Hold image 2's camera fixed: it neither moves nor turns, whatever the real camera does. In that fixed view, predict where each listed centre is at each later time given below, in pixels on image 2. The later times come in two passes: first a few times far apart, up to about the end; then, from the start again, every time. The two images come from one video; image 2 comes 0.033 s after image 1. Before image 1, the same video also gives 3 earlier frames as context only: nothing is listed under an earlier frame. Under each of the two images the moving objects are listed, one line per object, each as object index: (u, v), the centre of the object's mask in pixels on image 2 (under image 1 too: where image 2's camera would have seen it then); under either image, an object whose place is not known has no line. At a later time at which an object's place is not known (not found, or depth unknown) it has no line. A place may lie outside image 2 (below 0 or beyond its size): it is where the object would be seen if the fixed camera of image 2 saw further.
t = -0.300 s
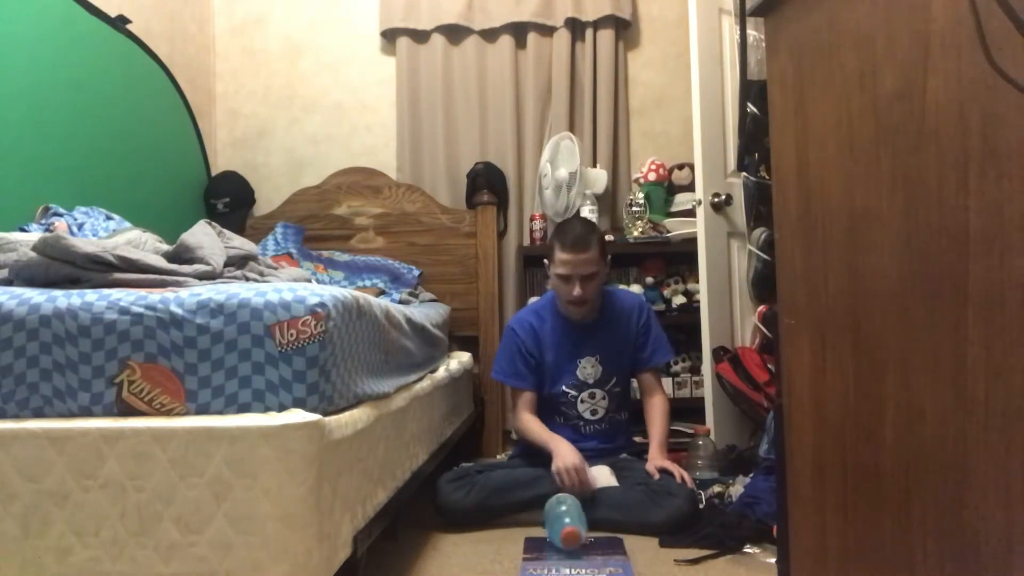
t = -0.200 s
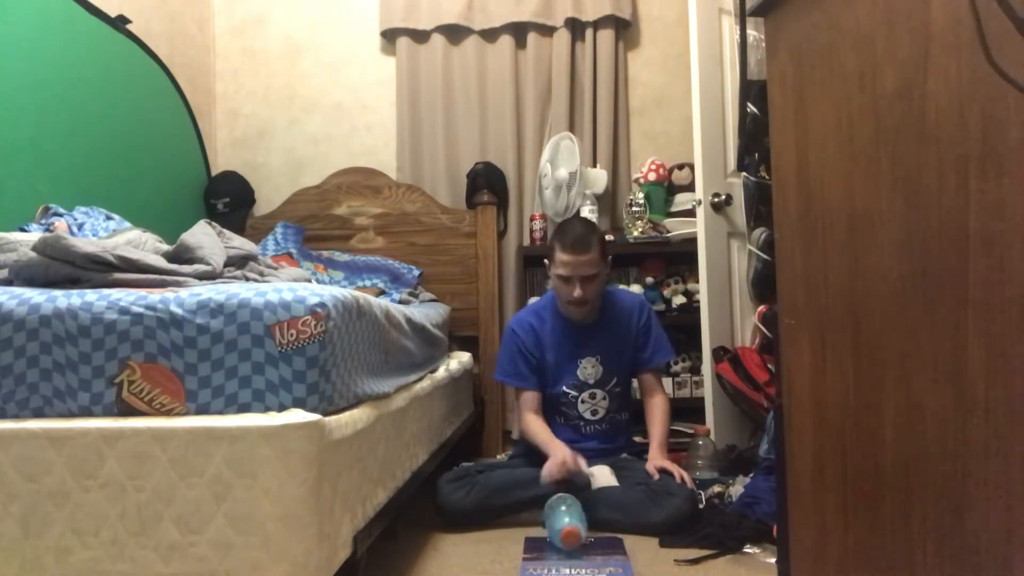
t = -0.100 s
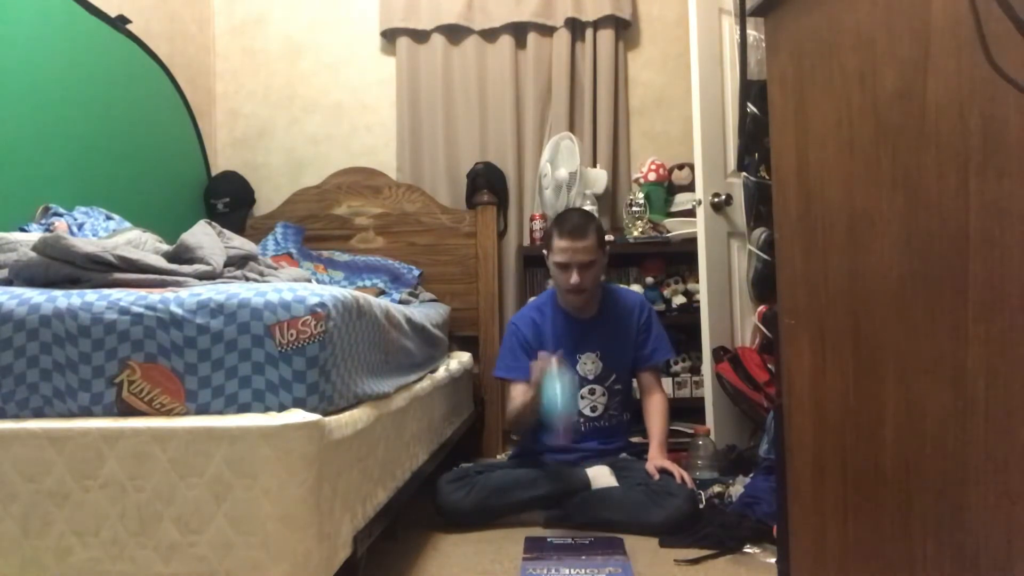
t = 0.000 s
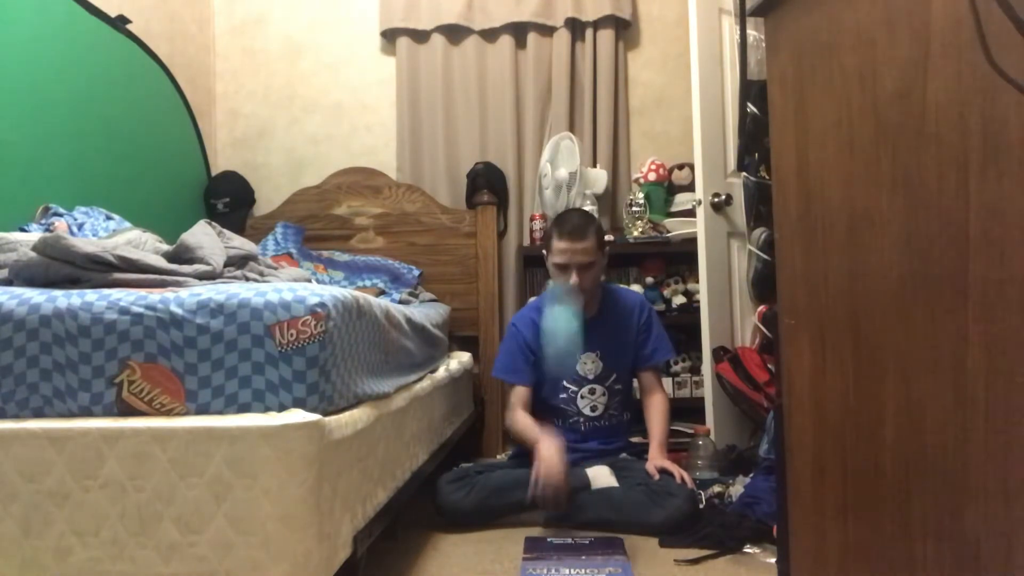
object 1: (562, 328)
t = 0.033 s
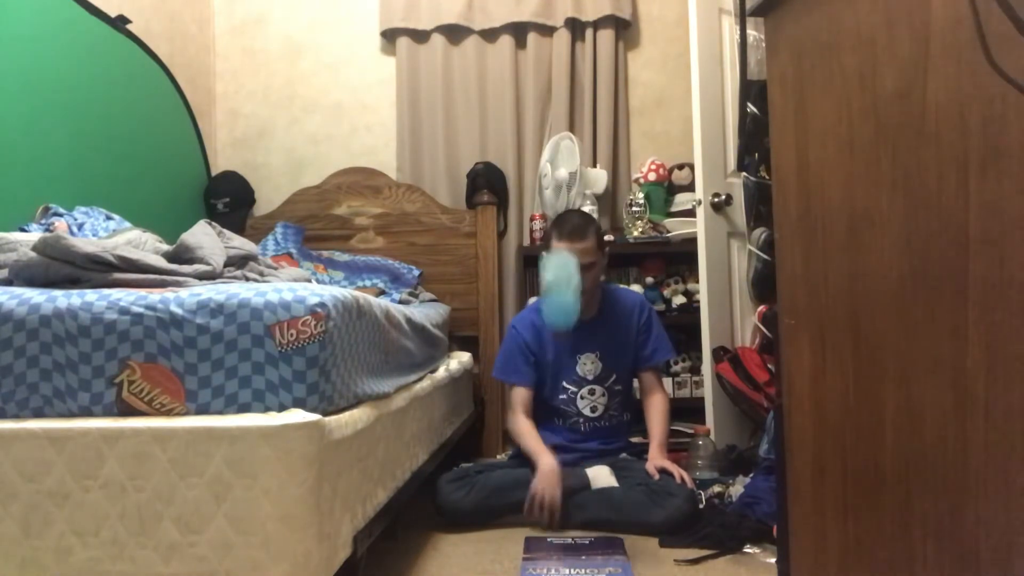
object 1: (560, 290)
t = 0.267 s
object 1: (568, 350)
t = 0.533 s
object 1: (573, 514)
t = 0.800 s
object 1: (568, 498)
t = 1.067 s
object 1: (567, 497)
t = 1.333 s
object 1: (566, 500)
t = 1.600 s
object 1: (566, 500)
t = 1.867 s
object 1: (566, 500)
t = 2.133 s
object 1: (566, 499)
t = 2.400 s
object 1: (566, 499)
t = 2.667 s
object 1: (566, 499)
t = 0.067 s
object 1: (560, 283)
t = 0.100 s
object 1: (559, 279)
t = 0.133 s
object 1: (562, 290)
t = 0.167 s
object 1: (563, 307)
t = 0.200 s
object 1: (565, 316)
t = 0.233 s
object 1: (566, 335)
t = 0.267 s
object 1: (568, 350)
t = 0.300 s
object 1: (570, 366)
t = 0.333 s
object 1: (570, 388)
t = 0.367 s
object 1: (571, 417)
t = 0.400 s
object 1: (571, 447)
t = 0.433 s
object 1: (573, 491)
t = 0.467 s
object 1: (574, 507)
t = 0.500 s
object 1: (572, 519)
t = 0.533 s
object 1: (573, 514)
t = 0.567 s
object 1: (572, 506)
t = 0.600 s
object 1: (571, 502)
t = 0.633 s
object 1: (570, 500)
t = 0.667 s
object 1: (570, 499)
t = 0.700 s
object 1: (570, 498)
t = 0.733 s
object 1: (570, 498)
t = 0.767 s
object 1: (570, 498)
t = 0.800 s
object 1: (568, 498)
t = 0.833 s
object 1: (567, 498)
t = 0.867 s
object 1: (567, 497)
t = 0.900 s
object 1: (567, 498)
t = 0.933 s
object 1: (567, 498)
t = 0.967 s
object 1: (568, 497)
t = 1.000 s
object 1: (568, 498)
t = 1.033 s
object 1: (568, 497)
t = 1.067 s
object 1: (567, 497)
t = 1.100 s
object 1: (567, 498)
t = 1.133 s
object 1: (567, 499)
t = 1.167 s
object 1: (567, 500)
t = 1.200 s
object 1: (566, 500)
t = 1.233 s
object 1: (566, 500)
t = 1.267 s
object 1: (566, 500)
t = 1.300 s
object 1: (566, 500)
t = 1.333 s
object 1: (566, 500)
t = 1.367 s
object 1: (566, 500)
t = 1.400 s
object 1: (566, 499)
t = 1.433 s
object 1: (566, 499)
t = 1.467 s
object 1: (566, 499)
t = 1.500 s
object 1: (566, 499)
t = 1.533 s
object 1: (566, 499)
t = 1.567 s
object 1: (566, 499)
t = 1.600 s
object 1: (566, 500)
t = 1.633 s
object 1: (566, 499)
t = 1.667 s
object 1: (566, 499)
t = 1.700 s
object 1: (566, 499)
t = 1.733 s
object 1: (566, 499)
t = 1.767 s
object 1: (566, 499)
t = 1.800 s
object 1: (566, 500)
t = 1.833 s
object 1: (566, 500)
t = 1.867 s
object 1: (566, 500)
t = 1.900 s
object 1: (566, 500)
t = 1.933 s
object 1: (566, 500)
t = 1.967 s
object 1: (566, 499)
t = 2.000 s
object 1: (566, 500)
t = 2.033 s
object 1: (566, 499)
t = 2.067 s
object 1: (566, 499)
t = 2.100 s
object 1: (566, 499)
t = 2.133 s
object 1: (566, 499)
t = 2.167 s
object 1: (566, 499)
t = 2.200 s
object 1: (566, 499)
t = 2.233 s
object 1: (566, 499)
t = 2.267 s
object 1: (566, 499)
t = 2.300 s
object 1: (566, 499)
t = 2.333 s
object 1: (566, 499)
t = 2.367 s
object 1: (566, 499)
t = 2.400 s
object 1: (566, 499)
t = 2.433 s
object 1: (566, 499)
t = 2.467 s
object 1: (566, 499)
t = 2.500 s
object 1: (566, 499)
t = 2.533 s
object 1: (566, 499)
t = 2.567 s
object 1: (566, 499)
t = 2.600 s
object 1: (566, 499)
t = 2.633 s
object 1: (566, 499)
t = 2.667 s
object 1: (566, 499)
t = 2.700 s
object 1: (566, 499)
